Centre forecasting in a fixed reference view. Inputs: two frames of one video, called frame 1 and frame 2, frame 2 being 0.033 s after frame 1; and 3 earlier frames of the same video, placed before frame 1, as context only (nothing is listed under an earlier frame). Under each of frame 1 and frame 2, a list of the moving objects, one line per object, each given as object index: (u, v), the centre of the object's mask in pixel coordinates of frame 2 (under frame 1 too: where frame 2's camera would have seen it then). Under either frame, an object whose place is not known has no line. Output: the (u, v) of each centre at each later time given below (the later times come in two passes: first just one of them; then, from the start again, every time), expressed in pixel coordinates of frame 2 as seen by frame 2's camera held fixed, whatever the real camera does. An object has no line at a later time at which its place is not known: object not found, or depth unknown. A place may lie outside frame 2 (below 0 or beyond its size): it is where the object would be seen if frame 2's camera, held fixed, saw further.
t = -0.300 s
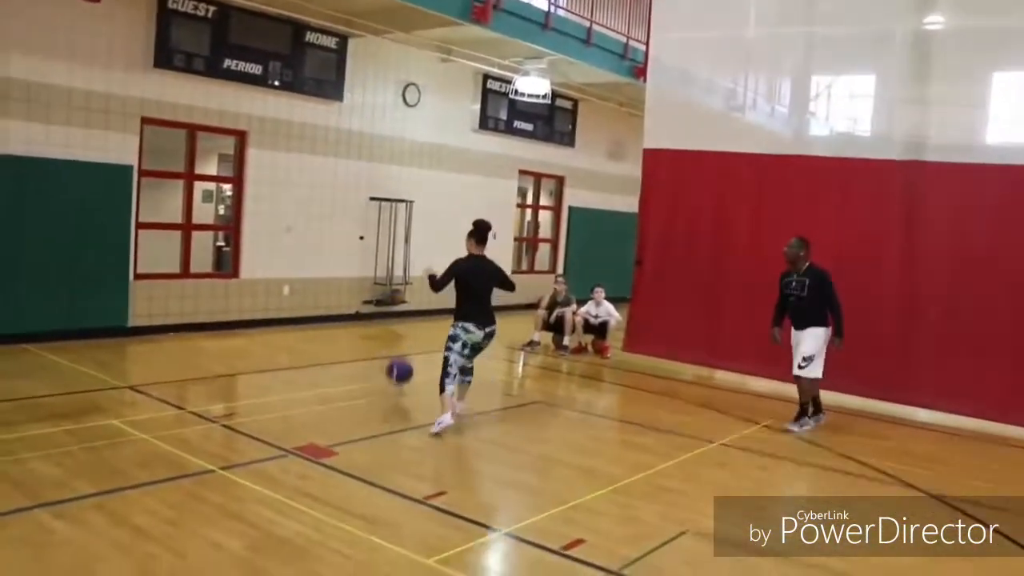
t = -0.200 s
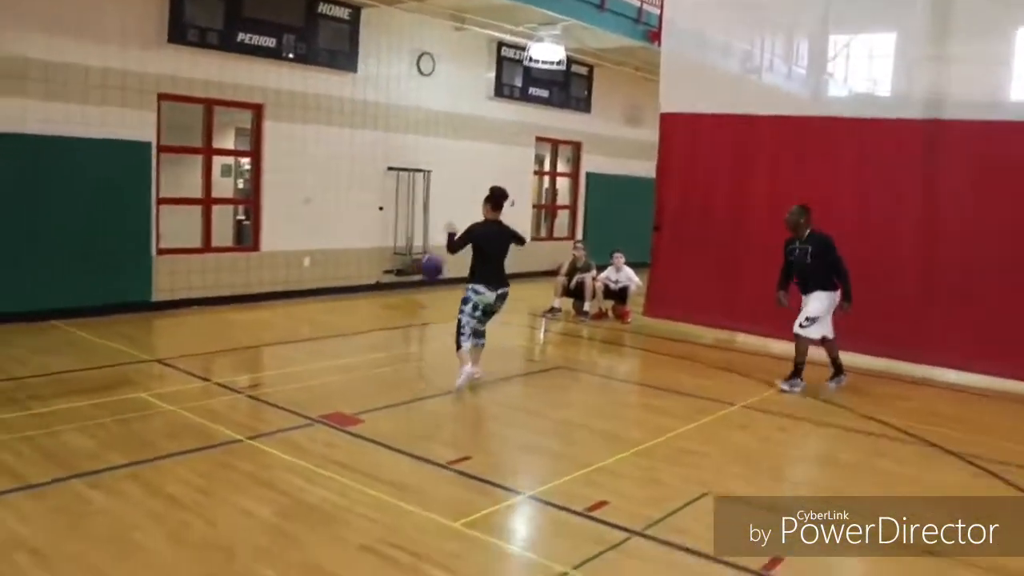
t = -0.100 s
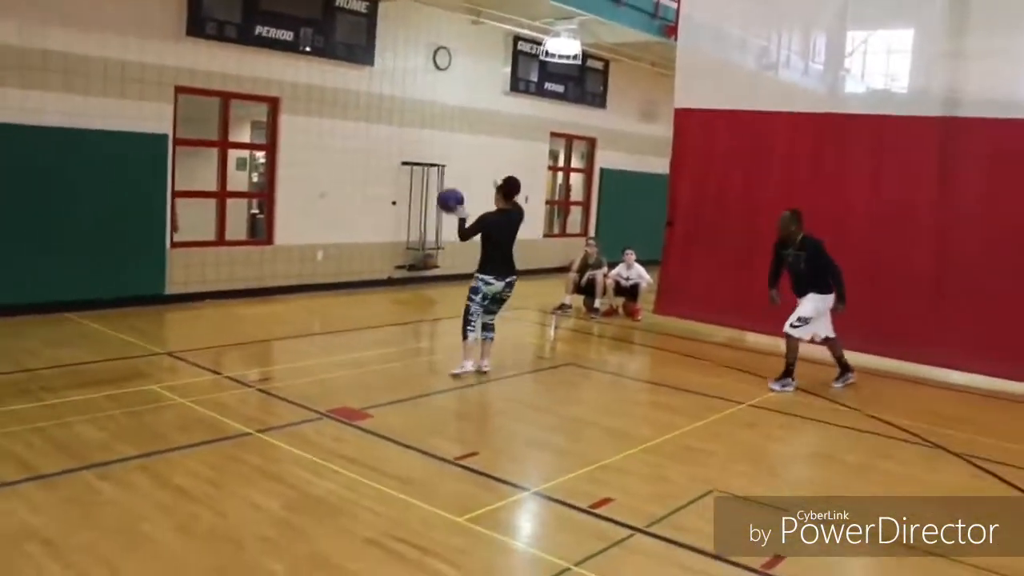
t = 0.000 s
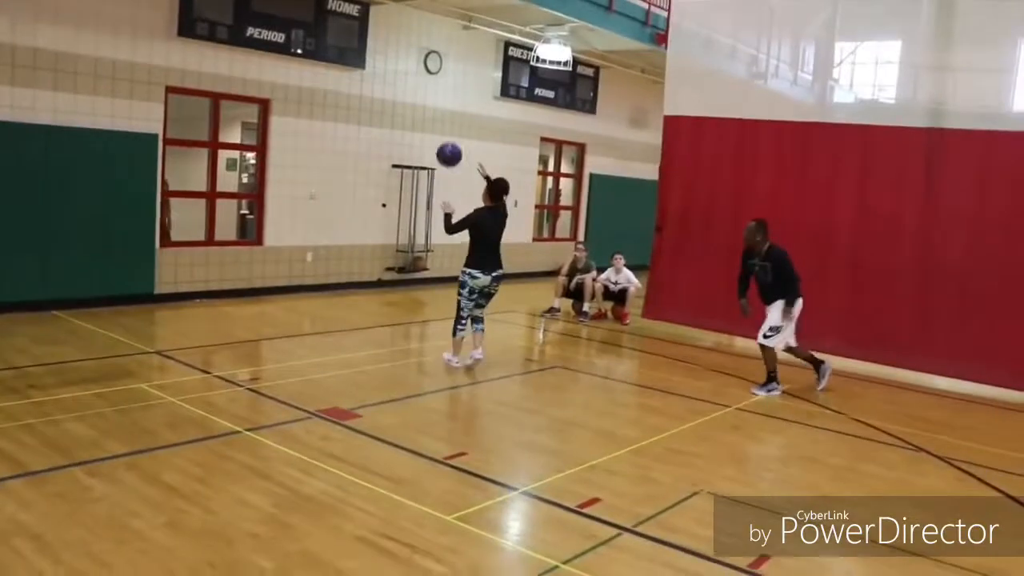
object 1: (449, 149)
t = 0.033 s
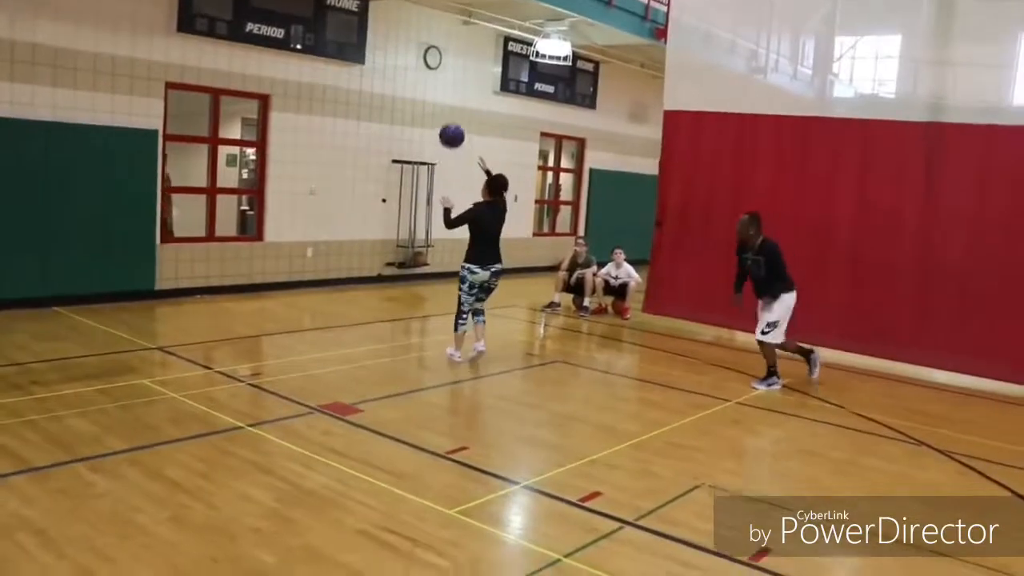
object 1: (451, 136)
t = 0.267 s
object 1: (468, 74)
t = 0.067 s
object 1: (454, 123)
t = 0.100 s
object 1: (456, 112)
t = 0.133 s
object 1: (459, 102)
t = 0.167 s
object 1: (461, 92)
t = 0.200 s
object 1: (464, 85)
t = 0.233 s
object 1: (466, 78)
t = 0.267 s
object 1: (468, 74)
